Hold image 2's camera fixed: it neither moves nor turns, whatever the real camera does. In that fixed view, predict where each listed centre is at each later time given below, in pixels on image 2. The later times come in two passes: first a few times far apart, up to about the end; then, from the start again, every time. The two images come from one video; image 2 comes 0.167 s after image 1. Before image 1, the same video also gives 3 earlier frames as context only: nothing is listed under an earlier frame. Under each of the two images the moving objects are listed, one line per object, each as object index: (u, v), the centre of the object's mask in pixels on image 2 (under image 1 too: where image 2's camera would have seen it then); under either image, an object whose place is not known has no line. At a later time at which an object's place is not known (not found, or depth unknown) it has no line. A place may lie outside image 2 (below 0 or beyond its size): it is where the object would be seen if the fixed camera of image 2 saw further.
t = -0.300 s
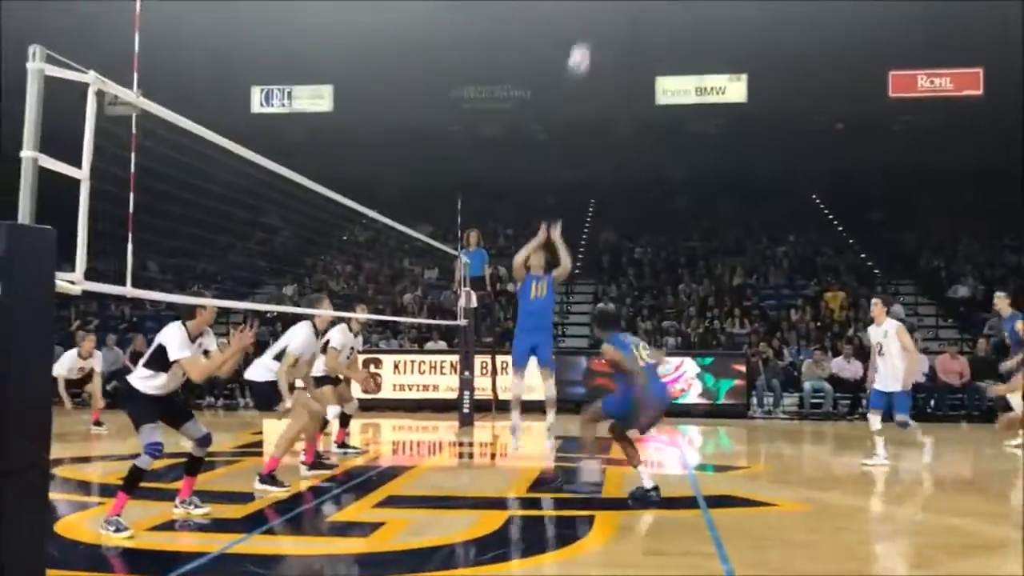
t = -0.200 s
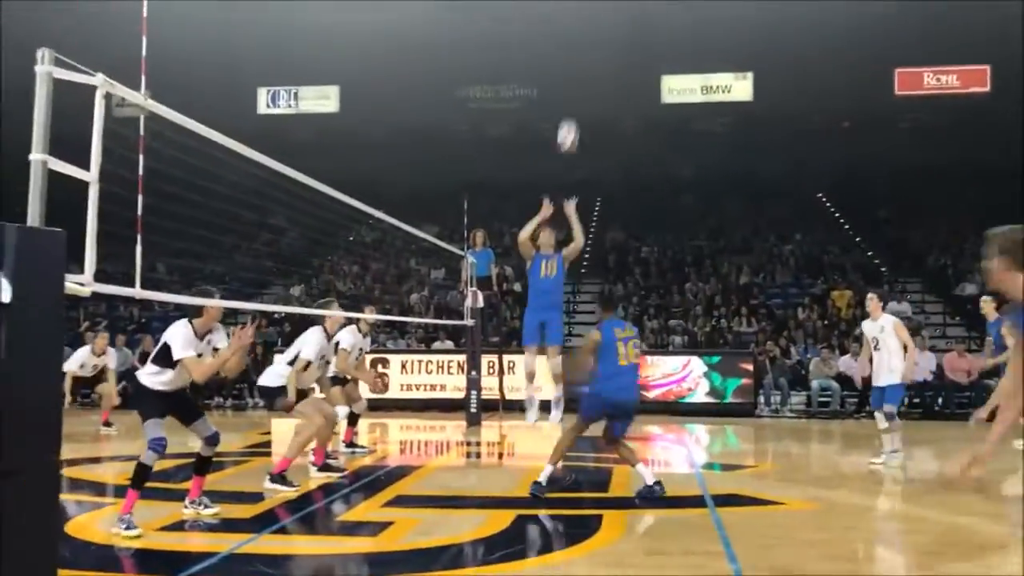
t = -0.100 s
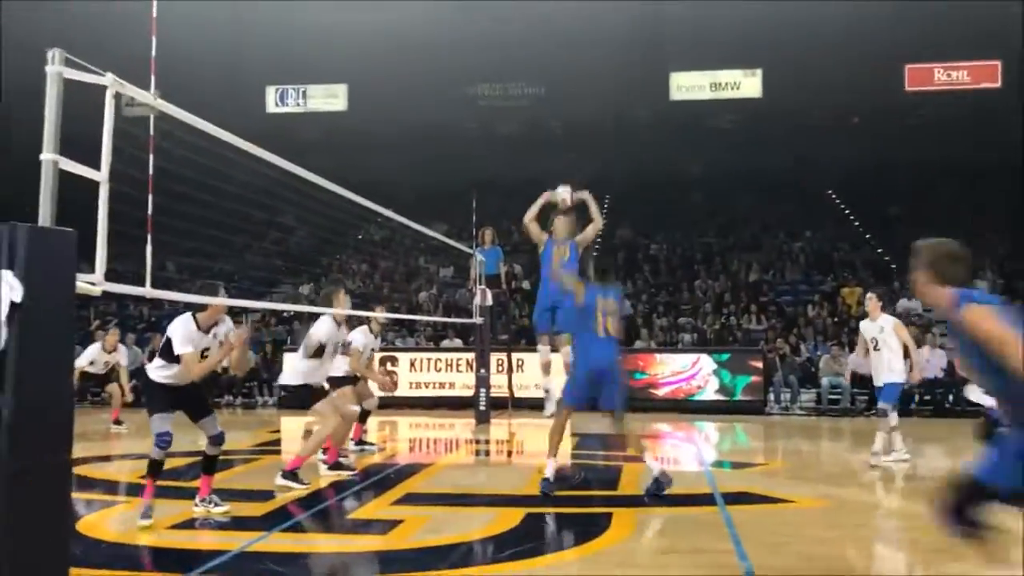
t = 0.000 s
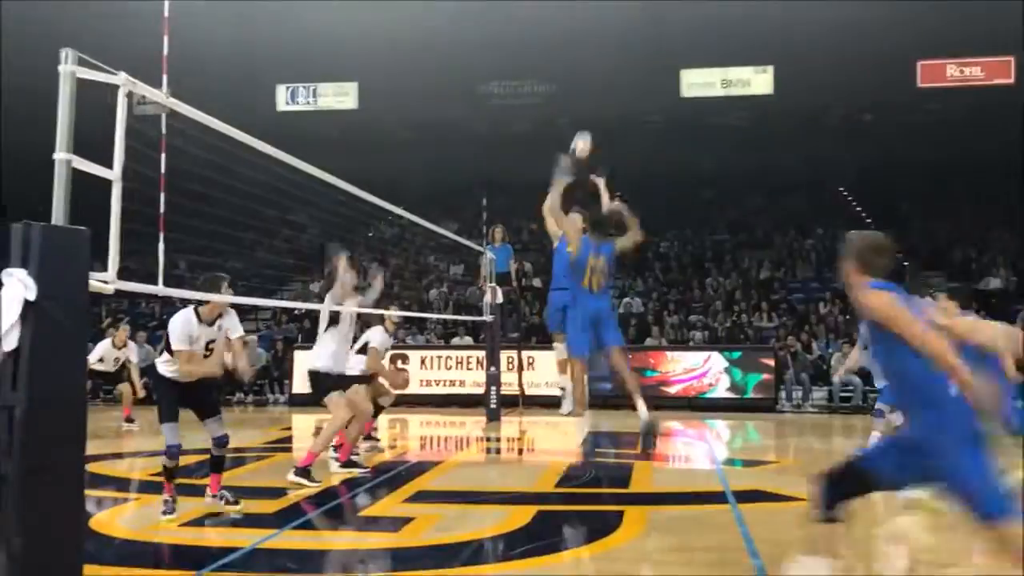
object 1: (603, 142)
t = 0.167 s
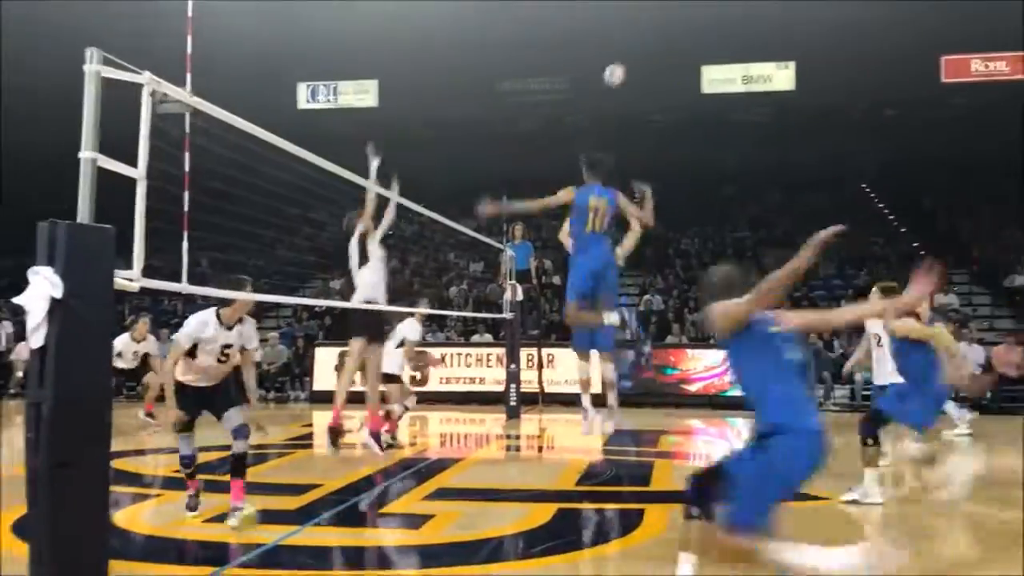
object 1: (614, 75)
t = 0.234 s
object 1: (618, 57)
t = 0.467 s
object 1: (634, 32)
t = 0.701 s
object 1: (644, 53)
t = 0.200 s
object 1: (616, 65)
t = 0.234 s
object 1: (618, 57)
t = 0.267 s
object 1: (622, 50)
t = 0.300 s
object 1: (624, 44)
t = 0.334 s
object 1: (625, 40)
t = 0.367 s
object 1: (628, 37)
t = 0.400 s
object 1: (630, 34)
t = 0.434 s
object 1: (633, 33)
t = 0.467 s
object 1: (634, 32)
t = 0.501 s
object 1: (636, 33)
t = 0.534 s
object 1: (638, 33)
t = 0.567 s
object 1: (639, 36)
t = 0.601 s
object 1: (641, 40)
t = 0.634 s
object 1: (642, 43)
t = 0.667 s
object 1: (643, 48)
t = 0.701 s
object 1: (644, 53)
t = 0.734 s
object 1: (646, 59)
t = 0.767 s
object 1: (647, 67)
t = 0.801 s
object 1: (649, 74)
